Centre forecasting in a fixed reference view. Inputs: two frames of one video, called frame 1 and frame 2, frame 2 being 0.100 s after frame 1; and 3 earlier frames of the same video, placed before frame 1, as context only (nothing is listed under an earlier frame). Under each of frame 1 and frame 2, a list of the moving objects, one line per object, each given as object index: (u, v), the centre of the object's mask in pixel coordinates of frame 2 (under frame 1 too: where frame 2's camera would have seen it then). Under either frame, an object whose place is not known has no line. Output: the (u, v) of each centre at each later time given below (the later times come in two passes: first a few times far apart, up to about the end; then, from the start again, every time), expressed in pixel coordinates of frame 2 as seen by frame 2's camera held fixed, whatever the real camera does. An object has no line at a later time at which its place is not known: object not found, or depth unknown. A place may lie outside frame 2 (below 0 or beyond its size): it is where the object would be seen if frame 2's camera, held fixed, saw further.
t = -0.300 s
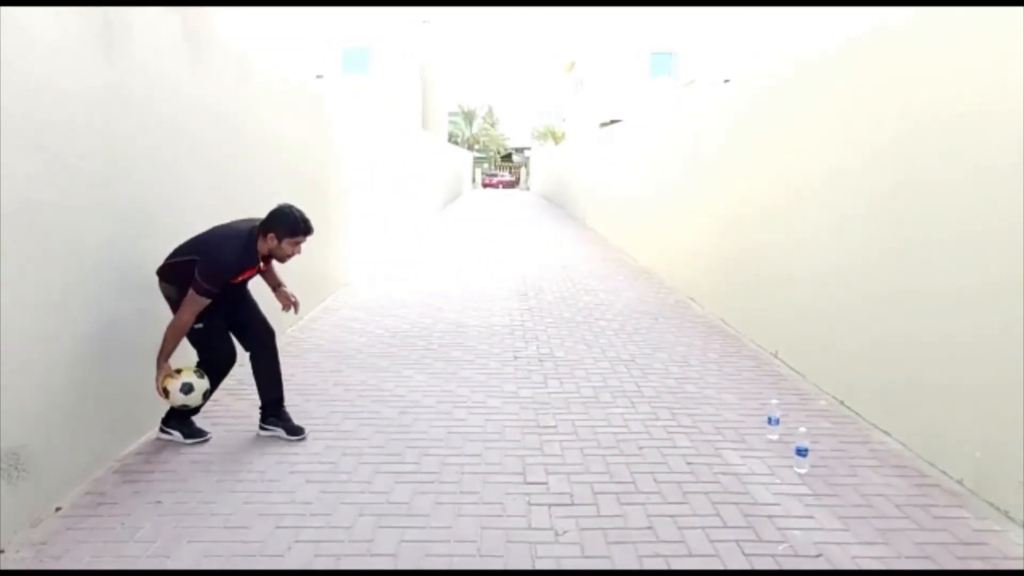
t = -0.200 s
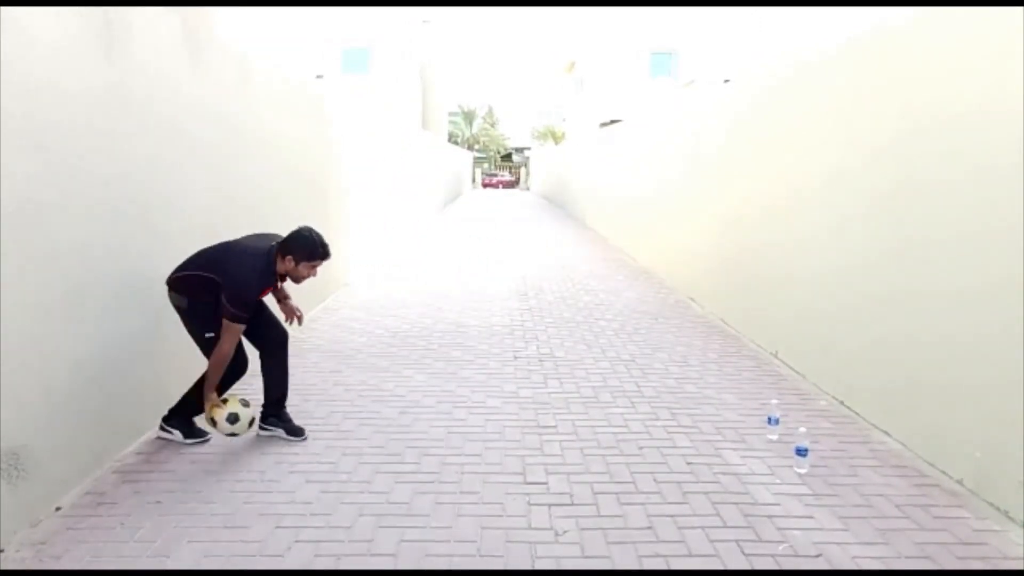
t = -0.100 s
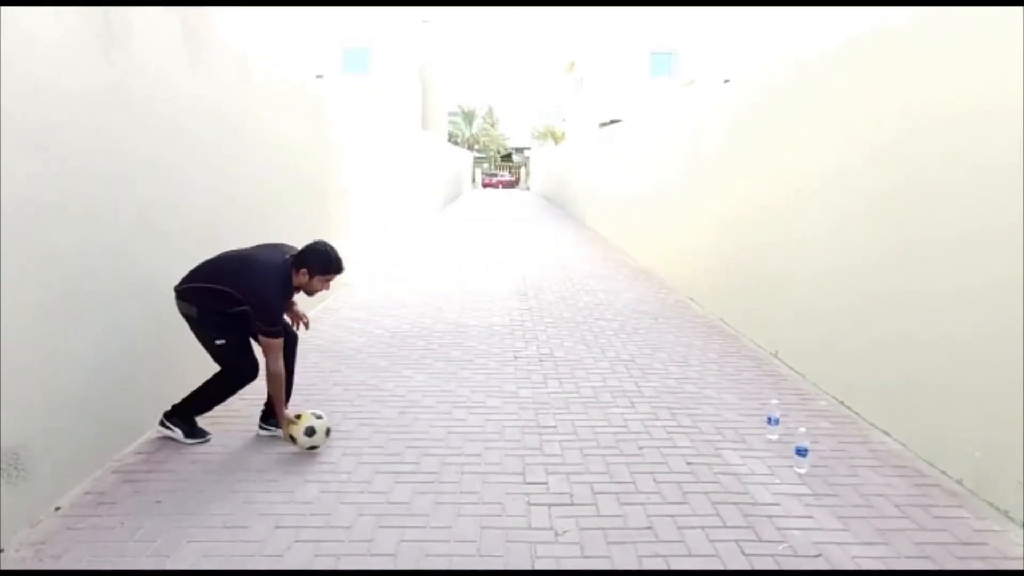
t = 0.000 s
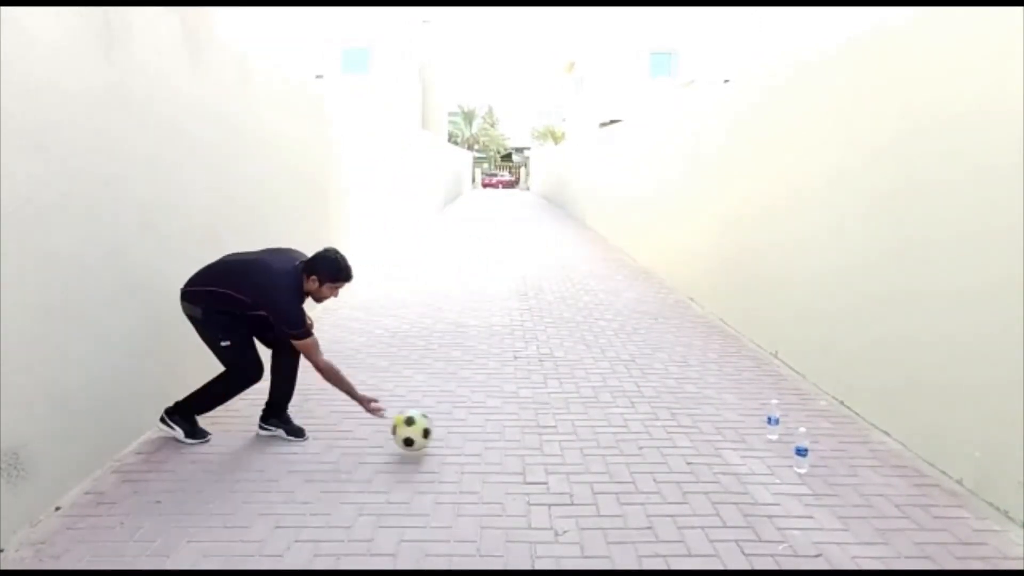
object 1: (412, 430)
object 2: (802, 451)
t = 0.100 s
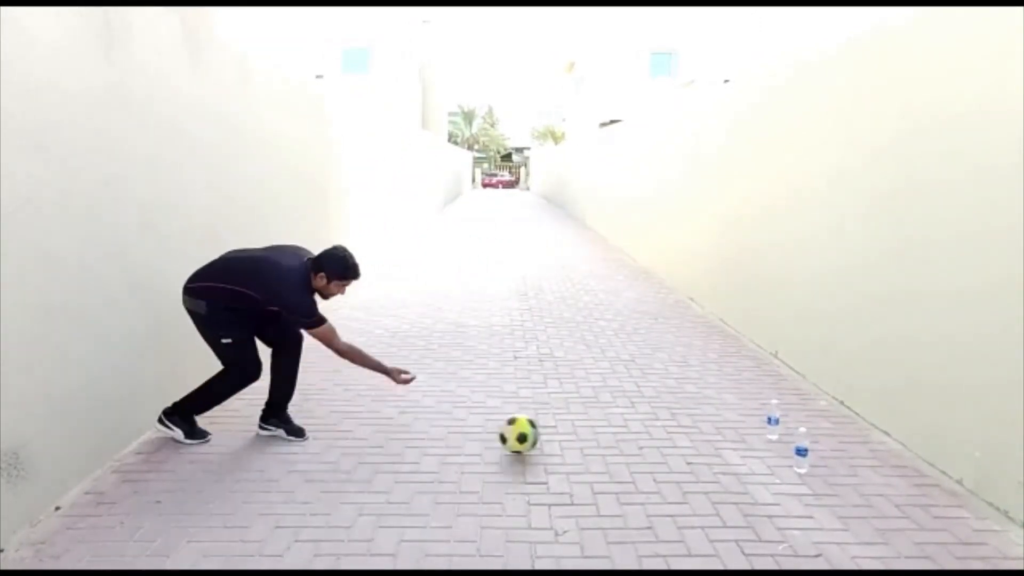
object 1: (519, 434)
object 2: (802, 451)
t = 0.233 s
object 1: (649, 436)
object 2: (802, 451)
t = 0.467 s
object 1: (783, 423)
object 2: (810, 453)
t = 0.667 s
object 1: (811, 437)
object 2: (834, 468)
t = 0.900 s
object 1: (863, 452)
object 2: (838, 470)
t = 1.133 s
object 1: (909, 460)
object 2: (834, 473)
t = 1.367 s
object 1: (923, 462)
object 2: (832, 474)
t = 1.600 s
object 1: (914, 465)
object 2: (832, 474)
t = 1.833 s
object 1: (912, 467)
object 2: (833, 473)
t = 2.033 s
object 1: (919, 469)
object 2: (833, 473)
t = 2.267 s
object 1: (935, 473)
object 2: (833, 473)
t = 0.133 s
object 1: (553, 438)
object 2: (802, 451)
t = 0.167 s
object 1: (585, 437)
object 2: (802, 451)
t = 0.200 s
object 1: (617, 435)
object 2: (802, 451)
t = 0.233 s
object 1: (649, 436)
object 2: (802, 451)
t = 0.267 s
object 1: (680, 439)
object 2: (802, 451)
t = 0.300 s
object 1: (708, 437)
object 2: (802, 451)
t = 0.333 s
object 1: (733, 437)
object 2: (802, 451)
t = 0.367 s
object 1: (760, 436)
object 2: (802, 451)
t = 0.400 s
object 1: (780, 436)
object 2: (802, 451)
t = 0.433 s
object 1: (782, 429)
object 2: (806, 452)
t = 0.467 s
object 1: (783, 423)
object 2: (810, 453)
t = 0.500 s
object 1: (785, 421)
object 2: (814, 454)
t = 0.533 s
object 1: (788, 423)
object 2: (819, 457)
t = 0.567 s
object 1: (794, 429)
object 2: (825, 461)
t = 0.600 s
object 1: (799, 435)
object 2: (829, 467)
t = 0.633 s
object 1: (803, 437)
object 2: (832, 472)
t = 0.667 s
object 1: (811, 437)
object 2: (834, 468)
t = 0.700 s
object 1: (818, 439)
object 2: (835, 466)
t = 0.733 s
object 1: (825, 442)
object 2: (835, 465)
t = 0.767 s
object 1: (832, 445)
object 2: (837, 466)
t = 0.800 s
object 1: (841, 446)
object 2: (837, 468)
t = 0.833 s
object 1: (848, 450)
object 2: (839, 472)
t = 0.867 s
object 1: (856, 452)
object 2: (839, 471)
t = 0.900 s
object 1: (863, 452)
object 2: (838, 470)
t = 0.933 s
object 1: (871, 454)
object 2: (838, 470)
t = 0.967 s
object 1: (878, 455)
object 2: (837, 472)
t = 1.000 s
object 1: (884, 456)
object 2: (837, 472)
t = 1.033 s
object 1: (890, 457)
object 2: (837, 472)
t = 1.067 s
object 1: (896, 458)
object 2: (836, 472)
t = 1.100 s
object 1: (903, 458)
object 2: (835, 473)
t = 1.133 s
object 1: (909, 460)
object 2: (834, 473)
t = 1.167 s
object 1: (915, 460)
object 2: (834, 473)
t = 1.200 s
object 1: (921, 461)
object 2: (834, 473)
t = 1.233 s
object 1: (929, 462)
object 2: (833, 473)
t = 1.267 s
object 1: (936, 463)
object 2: (832, 474)
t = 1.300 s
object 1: (932, 462)
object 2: (832, 474)
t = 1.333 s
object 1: (927, 463)
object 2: (832, 474)
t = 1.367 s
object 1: (923, 462)
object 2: (832, 474)
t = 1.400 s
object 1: (921, 463)
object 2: (832, 474)
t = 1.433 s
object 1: (919, 464)
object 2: (832, 474)
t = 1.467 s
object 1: (917, 464)
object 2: (832, 474)
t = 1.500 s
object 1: (916, 464)
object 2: (832, 474)
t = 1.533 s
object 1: (915, 464)
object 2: (832, 474)
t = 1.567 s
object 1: (914, 464)
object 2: (832, 474)
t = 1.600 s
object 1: (914, 465)
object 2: (832, 474)
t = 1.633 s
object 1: (913, 465)
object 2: (832, 474)
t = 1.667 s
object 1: (913, 465)
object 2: (832, 473)
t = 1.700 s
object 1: (912, 465)
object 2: (832, 473)
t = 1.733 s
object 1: (912, 466)
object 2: (832, 474)
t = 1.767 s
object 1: (912, 466)
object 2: (833, 473)
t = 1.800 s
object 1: (912, 466)
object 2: (833, 473)
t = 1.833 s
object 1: (912, 467)
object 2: (833, 473)
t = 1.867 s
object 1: (913, 467)
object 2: (833, 473)
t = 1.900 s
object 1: (914, 468)
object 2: (833, 473)
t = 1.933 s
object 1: (915, 468)
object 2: (833, 473)
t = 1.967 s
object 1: (916, 468)
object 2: (833, 473)
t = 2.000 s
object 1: (918, 469)
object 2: (833, 472)
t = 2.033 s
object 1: (919, 469)
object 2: (833, 473)
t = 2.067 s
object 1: (921, 470)
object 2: (833, 472)
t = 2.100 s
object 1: (923, 470)
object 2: (833, 473)
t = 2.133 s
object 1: (925, 471)
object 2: (833, 473)
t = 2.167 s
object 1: (927, 471)
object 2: (833, 473)
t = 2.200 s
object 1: (929, 472)
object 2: (833, 473)
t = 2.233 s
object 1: (932, 472)
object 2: (833, 473)
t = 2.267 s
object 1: (935, 473)
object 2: (833, 473)
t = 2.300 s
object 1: (938, 473)
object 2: (833, 473)
